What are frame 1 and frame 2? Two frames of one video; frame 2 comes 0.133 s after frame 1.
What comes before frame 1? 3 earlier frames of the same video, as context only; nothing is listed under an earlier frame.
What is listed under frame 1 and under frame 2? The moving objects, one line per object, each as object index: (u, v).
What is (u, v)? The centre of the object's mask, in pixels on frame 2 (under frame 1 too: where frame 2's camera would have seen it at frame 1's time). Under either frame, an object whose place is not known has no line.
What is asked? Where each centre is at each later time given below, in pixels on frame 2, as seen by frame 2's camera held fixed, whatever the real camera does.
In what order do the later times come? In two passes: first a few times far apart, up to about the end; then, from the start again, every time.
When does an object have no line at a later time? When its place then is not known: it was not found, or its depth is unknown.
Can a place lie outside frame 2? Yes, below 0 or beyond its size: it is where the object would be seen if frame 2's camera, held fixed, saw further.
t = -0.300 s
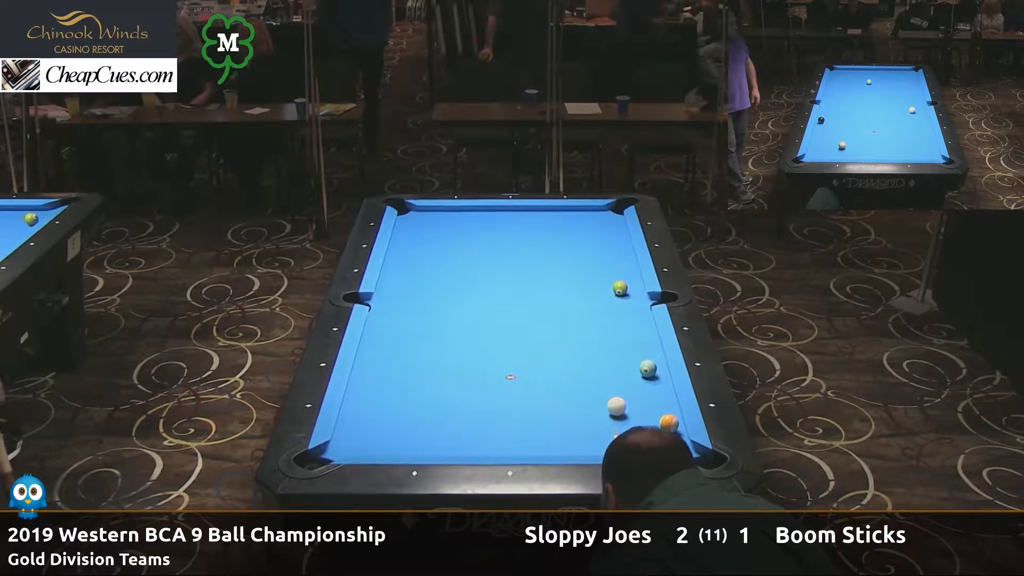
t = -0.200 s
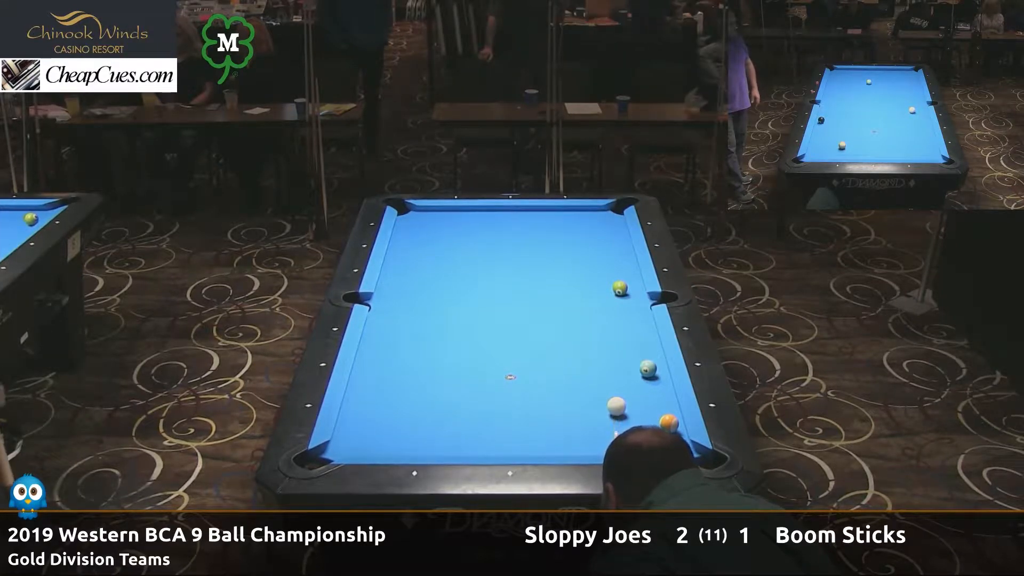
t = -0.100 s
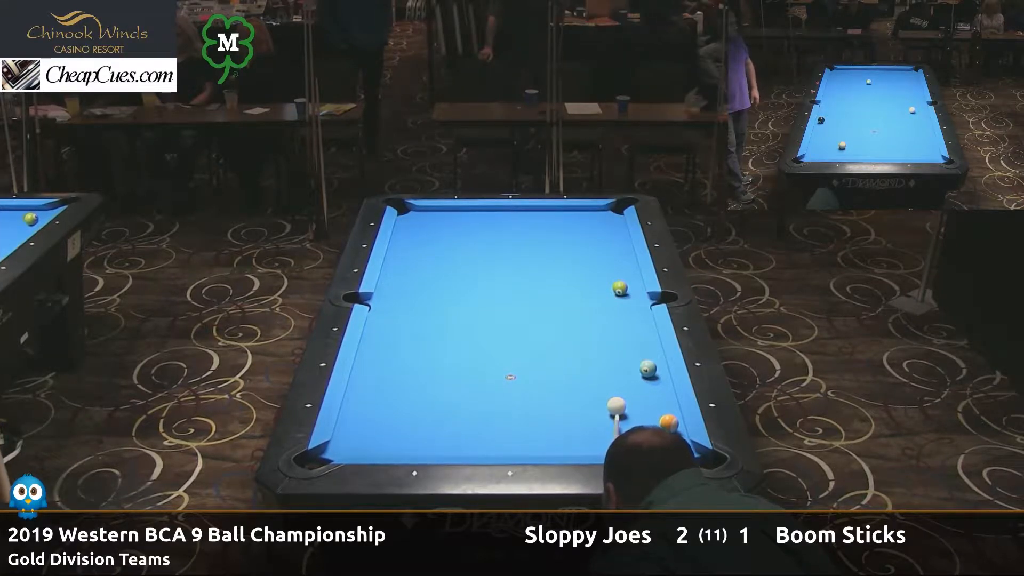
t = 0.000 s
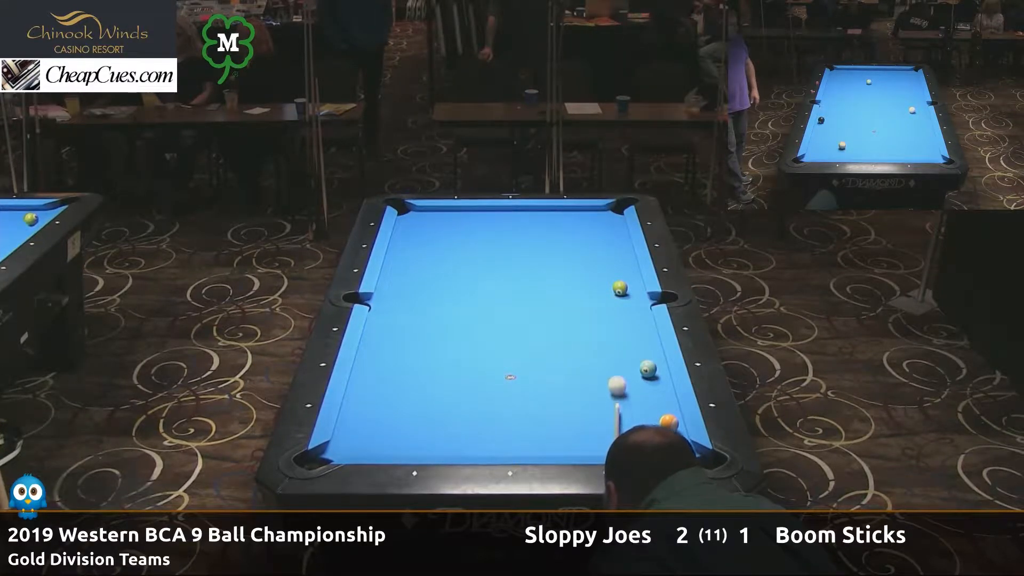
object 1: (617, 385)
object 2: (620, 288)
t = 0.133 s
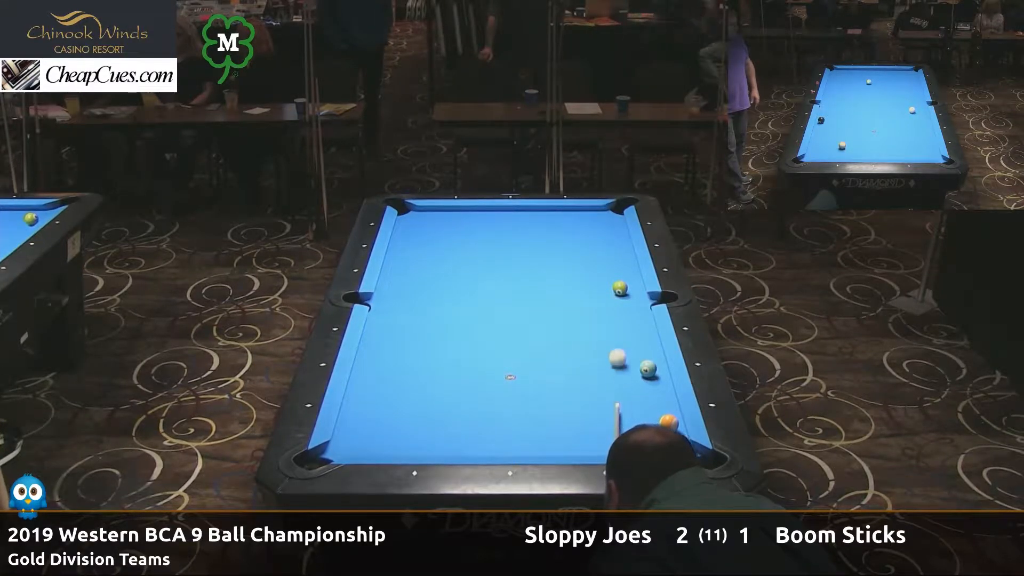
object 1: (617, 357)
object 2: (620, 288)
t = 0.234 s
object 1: (618, 342)
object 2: (620, 288)
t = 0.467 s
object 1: (620, 309)
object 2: (620, 288)
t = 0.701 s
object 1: (621, 292)
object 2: (619, 277)
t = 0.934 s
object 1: (624, 287)
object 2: (618, 261)
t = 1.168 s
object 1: (626, 282)
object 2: (617, 247)
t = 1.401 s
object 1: (628, 277)
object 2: (616, 234)
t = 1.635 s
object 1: (630, 273)
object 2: (615, 222)
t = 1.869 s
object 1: (631, 269)
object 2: (615, 211)
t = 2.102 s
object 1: (631, 267)
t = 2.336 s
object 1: (629, 264)
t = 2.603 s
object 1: (627, 262)
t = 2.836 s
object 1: (627, 261)
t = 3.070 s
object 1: (626, 260)
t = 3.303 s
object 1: (626, 260)
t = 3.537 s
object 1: (627, 259)
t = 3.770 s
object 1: (627, 259)
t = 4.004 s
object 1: (626, 259)
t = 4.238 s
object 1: (627, 259)
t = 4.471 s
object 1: (626, 259)
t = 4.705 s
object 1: (626, 259)
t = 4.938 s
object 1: (626, 259)
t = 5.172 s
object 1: (627, 259)
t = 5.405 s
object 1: (626, 259)
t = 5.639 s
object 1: (626, 259)
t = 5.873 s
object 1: (627, 259)
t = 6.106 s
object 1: (627, 259)
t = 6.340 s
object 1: (627, 259)
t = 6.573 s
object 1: (627, 259)
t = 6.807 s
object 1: (626, 259)
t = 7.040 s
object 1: (627, 259)
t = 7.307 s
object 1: (627, 259)
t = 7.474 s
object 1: (627, 259)
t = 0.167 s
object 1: (618, 352)
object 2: (620, 288)
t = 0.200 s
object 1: (618, 347)
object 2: (620, 288)
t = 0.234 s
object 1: (618, 342)
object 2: (620, 288)
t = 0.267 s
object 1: (618, 337)
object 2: (620, 288)
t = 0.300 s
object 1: (619, 332)
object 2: (620, 288)
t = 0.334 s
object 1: (619, 327)
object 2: (620, 288)
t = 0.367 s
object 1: (619, 322)
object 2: (620, 288)
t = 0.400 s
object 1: (619, 317)
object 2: (620, 288)
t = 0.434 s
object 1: (619, 313)
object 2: (620, 288)
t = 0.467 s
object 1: (620, 309)
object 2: (620, 288)
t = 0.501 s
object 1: (620, 305)
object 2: (620, 288)
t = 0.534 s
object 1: (620, 300)
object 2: (620, 286)
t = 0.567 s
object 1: (620, 296)
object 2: (620, 285)
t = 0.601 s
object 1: (621, 294)
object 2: (620, 284)
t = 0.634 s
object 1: (621, 294)
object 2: (619, 281)
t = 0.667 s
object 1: (621, 293)
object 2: (619, 279)
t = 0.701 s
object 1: (621, 292)
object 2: (619, 277)
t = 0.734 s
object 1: (622, 291)
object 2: (619, 274)
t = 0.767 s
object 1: (622, 291)
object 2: (619, 272)
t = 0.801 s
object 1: (623, 290)
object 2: (619, 270)
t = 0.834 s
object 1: (623, 289)
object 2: (618, 268)
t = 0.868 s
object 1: (624, 288)
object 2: (618, 265)
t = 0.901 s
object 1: (624, 287)
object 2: (618, 263)
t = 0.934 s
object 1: (624, 287)
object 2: (618, 261)
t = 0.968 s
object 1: (624, 286)
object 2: (618, 259)
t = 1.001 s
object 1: (625, 285)
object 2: (617, 256)
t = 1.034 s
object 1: (625, 284)
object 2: (617, 254)
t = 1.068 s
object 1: (625, 284)
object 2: (617, 253)
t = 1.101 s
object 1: (626, 283)
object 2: (617, 251)
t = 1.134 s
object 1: (626, 282)
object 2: (617, 249)
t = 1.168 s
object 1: (626, 282)
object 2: (617, 247)
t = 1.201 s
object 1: (627, 281)
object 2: (616, 245)
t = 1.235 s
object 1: (627, 280)
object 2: (617, 243)
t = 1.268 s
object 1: (627, 280)
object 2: (617, 241)
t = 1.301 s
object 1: (627, 279)
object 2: (616, 239)
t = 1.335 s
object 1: (628, 278)
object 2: (616, 237)
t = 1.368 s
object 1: (628, 278)
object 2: (616, 236)
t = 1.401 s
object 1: (628, 277)
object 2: (616, 234)
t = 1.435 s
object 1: (629, 277)
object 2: (616, 232)
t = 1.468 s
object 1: (629, 276)
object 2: (616, 231)
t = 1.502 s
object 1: (629, 275)
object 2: (616, 229)
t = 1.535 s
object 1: (629, 275)
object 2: (615, 227)
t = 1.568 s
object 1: (629, 274)
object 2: (615, 225)
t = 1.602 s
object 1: (630, 274)
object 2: (615, 224)
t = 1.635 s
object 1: (630, 273)
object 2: (615, 222)
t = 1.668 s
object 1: (630, 273)
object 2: (615, 220)
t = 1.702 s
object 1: (630, 272)
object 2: (615, 219)
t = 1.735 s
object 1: (630, 271)
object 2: (615, 217)
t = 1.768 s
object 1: (631, 271)
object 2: (615, 216)
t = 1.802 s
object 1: (631, 270)
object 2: (615, 214)
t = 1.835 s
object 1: (631, 270)
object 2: (615, 213)
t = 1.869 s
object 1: (631, 269)
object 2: (615, 211)
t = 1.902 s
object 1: (631, 269)
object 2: (614, 210)
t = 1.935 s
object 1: (631, 268)
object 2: (614, 208)
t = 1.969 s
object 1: (632, 268)
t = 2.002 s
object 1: (631, 268)
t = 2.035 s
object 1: (631, 267)
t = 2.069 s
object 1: (631, 267)
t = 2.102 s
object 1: (631, 267)
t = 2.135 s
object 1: (631, 266)
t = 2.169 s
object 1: (630, 266)
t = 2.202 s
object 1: (630, 266)
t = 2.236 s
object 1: (630, 265)
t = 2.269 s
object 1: (629, 265)
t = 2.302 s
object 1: (629, 265)
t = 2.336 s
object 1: (629, 264)
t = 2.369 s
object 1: (629, 264)
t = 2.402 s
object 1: (628, 264)
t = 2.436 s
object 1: (628, 264)
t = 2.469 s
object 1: (628, 263)
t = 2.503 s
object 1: (628, 263)
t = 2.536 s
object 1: (628, 263)
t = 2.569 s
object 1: (628, 262)
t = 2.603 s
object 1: (627, 262)
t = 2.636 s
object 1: (627, 262)
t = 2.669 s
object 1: (627, 262)
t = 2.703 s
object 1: (627, 262)
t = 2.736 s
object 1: (627, 262)
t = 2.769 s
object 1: (627, 261)
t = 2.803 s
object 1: (627, 261)
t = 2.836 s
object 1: (627, 261)
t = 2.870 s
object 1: (627, 261)
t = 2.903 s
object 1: (627, 261)
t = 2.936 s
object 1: (627, 261)
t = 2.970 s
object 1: (626, 261)
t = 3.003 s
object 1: (626, 260)
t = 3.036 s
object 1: (627, 260)
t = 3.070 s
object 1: (626, 260)
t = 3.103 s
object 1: (626, 260)
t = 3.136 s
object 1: (626, 260)
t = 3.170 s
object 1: (626, 260)
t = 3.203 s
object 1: (626, 260)
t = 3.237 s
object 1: (626, 260)
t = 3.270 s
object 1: (626, 260)
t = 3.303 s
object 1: (626, 260)
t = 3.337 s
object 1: (626, 259)
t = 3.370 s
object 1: (627, 259)
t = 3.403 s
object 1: (626, 259)
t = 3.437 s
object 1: (626, 259)
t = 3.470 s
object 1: (626, 259)
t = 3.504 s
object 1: (626, 259)
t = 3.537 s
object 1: (627, 259)
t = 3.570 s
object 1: (626, 259)
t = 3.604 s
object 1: (626, 259)
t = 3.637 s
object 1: (626, 259)
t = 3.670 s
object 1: (627, 259)
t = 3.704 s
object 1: (627, 259)
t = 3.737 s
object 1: (626, 259)
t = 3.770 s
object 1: (627, 259)
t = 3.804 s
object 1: (627, 259)
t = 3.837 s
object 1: (627, 259)
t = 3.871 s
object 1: (626, 259)
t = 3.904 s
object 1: (626, 259)
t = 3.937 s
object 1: (626, 259)
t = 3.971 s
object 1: (626, 259)
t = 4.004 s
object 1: (626, 259)
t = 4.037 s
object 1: (626, 259)
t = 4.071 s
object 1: (626, 259)
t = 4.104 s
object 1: (626, 259)
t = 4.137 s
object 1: (627, 259)
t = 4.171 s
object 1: (627, 259)
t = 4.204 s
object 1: (627, 259)
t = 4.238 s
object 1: (627, 259)
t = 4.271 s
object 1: (627, 259)
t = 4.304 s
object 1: (626, 259)
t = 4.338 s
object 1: (627, 259)
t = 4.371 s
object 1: (627, 259)
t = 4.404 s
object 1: (627, 259)
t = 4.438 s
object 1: (626, 259)
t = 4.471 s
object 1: (626, 259)
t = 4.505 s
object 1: (626, 259)
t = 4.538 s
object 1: (626, 259)
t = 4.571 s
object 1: (626, 259)
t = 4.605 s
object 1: (627, 259)
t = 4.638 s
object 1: (627, 259)
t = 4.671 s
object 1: (627, 259)
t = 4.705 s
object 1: (626, 259)
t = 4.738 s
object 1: (627, 259)
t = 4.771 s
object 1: (626, 259)
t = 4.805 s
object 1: (627, 259)
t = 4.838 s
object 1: (626, 259)
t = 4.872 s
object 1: (627, 259)
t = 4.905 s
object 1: (627, 259)
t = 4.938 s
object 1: (626, 259)
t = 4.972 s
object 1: (627, 259)
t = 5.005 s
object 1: (626, 259)
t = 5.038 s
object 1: (627, 259)
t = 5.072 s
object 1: (626, 259)
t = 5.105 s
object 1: (627, 259)
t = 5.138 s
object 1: (627, 259)
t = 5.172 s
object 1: (627, 259)
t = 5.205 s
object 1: (627, 259)
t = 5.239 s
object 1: (626, 259)
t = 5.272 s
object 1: (626, 259)
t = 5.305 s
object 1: (627, 259)
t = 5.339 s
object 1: (626, 259)
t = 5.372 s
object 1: (626, 259)
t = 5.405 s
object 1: (626, 259)
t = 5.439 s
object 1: (627, 259)
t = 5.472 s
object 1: (627, 259)
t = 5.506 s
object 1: (626, 259)
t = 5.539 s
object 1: (627, 259)
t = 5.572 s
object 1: (627, 259)
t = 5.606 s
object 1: (627, 259)
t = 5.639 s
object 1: (626, 259)
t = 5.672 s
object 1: (626, 259)
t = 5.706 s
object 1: (627, 259)
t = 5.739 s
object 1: (627, 259)
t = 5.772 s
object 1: (626, 259)
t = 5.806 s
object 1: (626, 259)
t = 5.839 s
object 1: (627, 259)
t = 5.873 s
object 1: (627, 259)
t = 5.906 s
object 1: (626, 259)
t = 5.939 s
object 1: (626, 259)
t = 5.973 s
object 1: (627, 259)
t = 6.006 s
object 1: (627, 259)
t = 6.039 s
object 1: (626, 259)
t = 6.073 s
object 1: (626, 259)
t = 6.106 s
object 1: (627, 259)
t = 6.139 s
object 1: (627, 259)
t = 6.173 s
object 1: (626, 259)
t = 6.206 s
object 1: (626, 259)
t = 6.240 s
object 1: (626, 259)
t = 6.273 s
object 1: (627, 259)
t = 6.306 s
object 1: (626, 259)
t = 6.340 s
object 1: (627, 259)
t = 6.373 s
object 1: (626, 259)
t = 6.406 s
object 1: (626, 259)
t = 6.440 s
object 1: (626, 259)
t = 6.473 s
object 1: (627, 259)
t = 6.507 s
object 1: (626, 259)
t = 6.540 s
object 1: (626, 259)
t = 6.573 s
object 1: (627, 259)
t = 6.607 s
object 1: (627, 259)
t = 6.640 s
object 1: (626, 259)
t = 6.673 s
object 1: (626, 259)
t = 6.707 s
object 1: (627, 259)
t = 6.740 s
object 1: (627, 259)
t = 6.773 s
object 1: (626, 259)
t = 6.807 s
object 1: (626, 259)
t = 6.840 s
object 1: (627, 259)
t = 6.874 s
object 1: (627, 259)
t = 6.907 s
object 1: (626, 259)
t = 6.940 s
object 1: (626, 259)
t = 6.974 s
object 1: (627, 259)
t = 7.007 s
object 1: (626, 259)
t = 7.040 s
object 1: (627, 259)
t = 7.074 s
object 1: (626, 259)
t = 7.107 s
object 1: (627, 259)
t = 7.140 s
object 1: (626, 259)
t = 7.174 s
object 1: (626, 259)
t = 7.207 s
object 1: (627, 259)
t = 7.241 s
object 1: (626, 259)
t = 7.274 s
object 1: (626, 259)
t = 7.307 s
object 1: (627, 259)
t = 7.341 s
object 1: (626, 259)
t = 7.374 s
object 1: (626, 259)
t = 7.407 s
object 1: (626, 259)
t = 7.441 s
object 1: (627, 259)
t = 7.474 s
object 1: (627, 259)
